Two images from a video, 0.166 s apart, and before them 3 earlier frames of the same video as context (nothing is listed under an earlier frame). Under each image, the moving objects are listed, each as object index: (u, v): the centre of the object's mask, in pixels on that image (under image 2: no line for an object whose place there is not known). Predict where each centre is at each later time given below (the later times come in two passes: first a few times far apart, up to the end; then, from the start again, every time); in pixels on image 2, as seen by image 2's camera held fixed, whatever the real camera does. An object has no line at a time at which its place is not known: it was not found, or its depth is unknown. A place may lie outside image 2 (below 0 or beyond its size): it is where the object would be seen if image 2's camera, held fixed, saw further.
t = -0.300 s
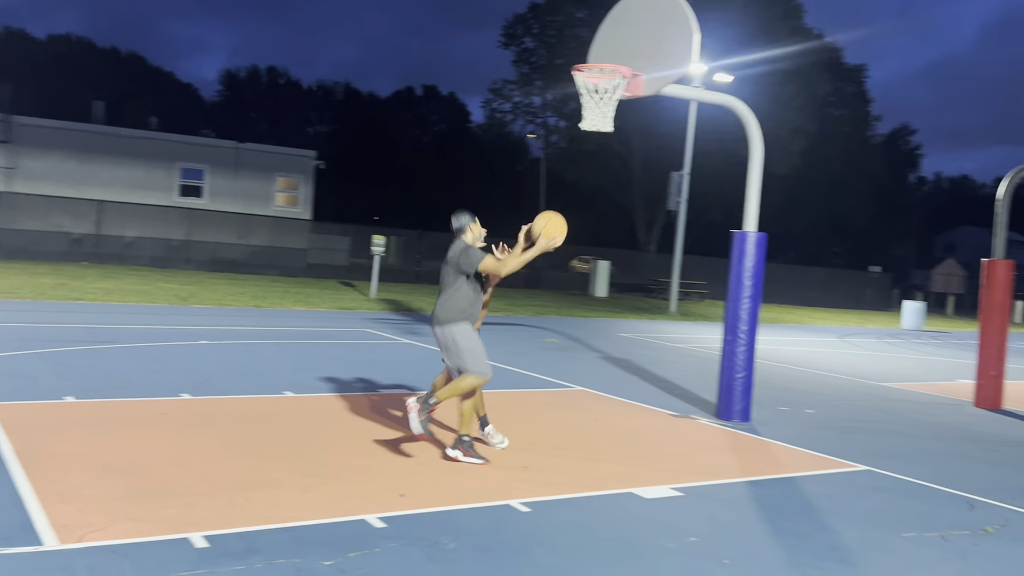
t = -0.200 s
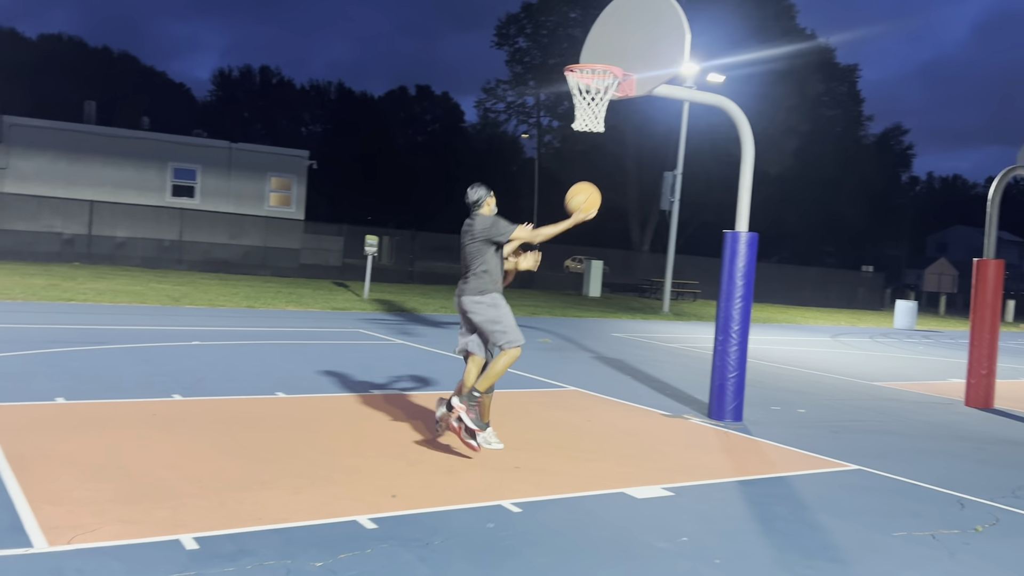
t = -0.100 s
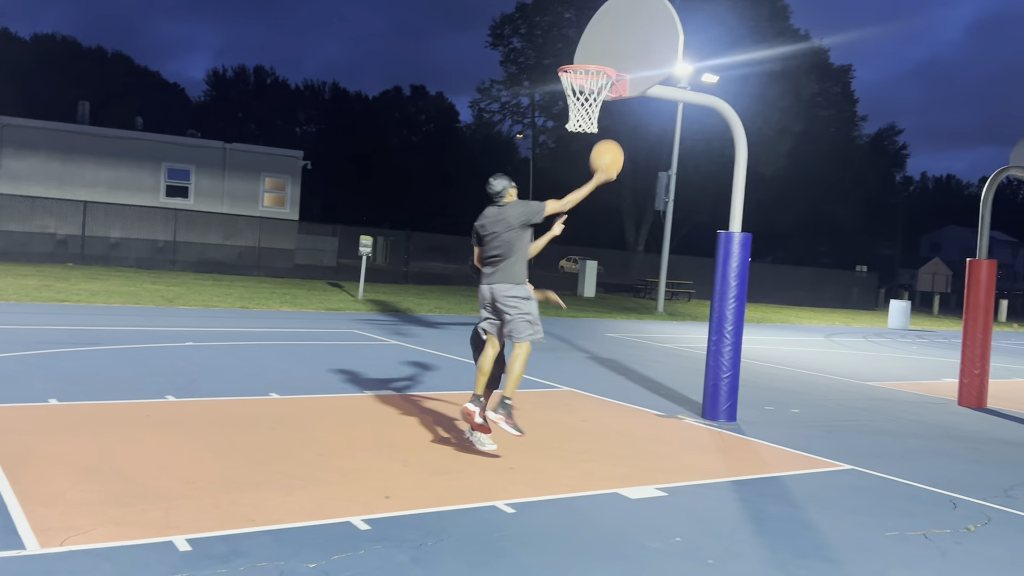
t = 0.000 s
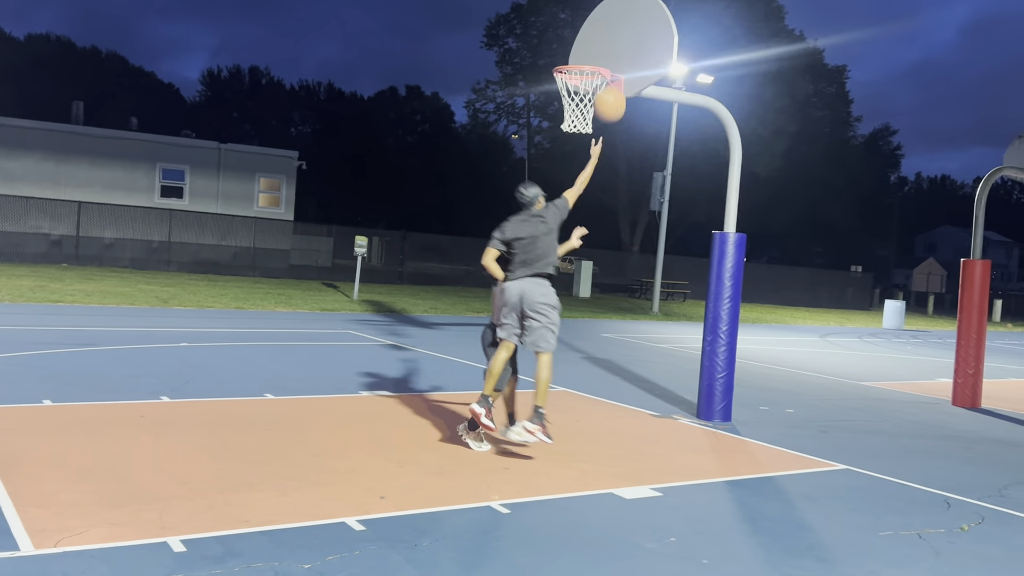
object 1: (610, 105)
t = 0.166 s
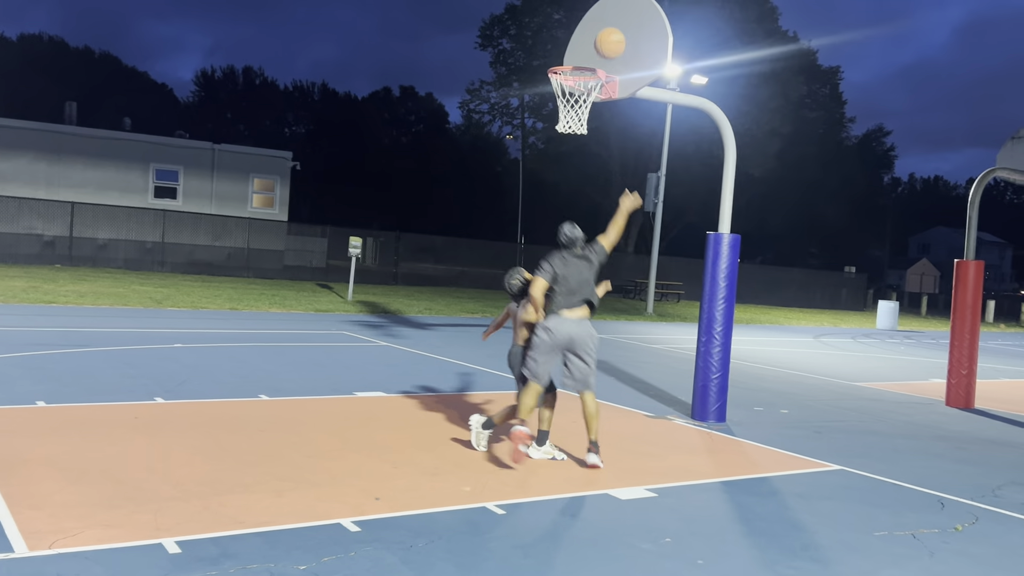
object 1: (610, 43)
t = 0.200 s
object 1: (611, 36)
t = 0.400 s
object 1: (613, 25)
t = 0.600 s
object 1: (582, 36)
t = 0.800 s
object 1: (548, 45)
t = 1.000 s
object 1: (531, 33)
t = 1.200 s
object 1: (510, 67)
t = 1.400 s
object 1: (487, 147)
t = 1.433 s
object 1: (483, 164)
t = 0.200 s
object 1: (611, 36)
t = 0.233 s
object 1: (612, 31)
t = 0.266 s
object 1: (612, 27)
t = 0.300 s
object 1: (612, 25)
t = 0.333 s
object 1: (613, 24)
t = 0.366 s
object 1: (613, 24)
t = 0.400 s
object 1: (613, 25)
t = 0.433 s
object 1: (613, 27)
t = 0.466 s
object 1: (611, 30)
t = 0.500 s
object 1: (603, 29)
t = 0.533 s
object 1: (596, 30)
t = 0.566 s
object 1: (589, 32)
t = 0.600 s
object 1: (582, 36)
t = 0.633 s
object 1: (574, 40)
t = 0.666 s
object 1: (567, 47)
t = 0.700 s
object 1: (559, 53)
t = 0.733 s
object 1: (553, 58)
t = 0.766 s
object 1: (551, 52)
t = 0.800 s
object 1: (548, 45)
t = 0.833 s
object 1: (545, 40)
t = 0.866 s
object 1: (543, 36)
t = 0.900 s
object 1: (540, 34)
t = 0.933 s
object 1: (537, 32)
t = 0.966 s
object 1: (534, 32)
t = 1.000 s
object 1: (531, 33)
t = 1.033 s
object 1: (527, 36)
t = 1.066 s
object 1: (524, 40)
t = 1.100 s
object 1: (521, 45)
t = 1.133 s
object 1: (517, 51)
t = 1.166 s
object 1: (514, 58)
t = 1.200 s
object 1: (510, 67)
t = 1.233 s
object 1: (507, 78)
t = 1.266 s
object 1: (503, 89)
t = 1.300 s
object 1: (499, 101)
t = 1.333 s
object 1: (495, 115)
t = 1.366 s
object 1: (491, 130)
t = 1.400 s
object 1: (487, 147)
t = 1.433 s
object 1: (483, 164)
